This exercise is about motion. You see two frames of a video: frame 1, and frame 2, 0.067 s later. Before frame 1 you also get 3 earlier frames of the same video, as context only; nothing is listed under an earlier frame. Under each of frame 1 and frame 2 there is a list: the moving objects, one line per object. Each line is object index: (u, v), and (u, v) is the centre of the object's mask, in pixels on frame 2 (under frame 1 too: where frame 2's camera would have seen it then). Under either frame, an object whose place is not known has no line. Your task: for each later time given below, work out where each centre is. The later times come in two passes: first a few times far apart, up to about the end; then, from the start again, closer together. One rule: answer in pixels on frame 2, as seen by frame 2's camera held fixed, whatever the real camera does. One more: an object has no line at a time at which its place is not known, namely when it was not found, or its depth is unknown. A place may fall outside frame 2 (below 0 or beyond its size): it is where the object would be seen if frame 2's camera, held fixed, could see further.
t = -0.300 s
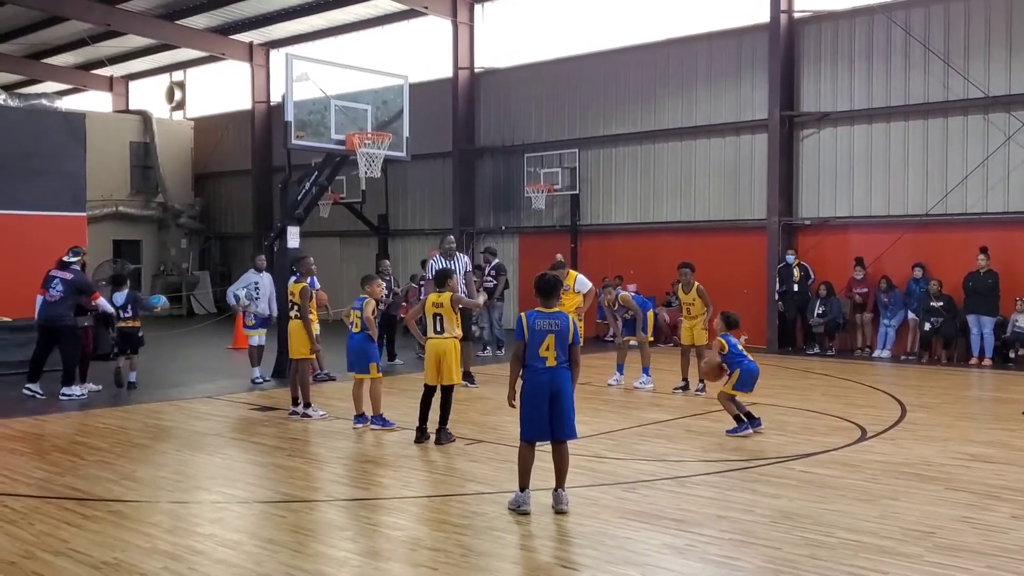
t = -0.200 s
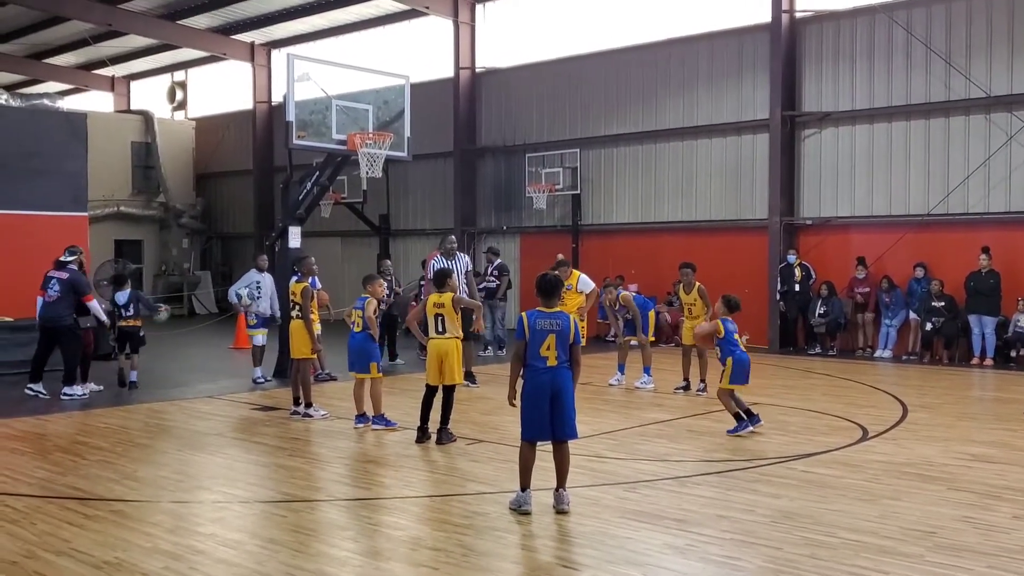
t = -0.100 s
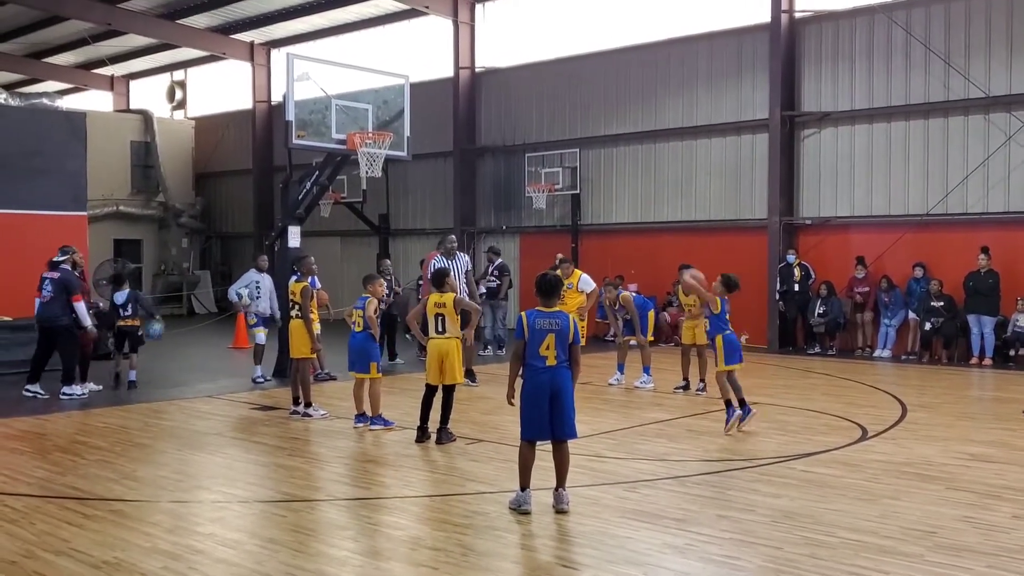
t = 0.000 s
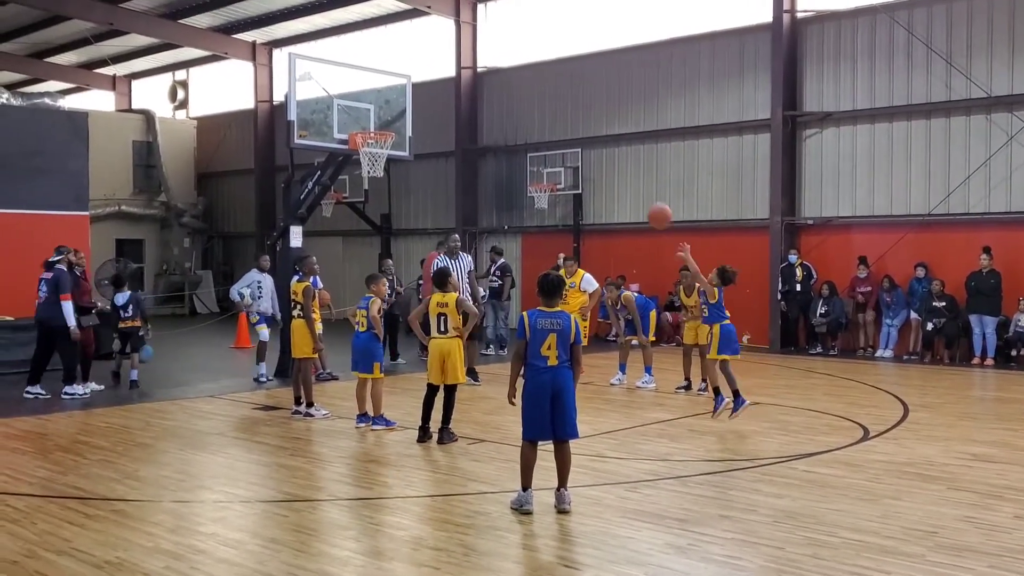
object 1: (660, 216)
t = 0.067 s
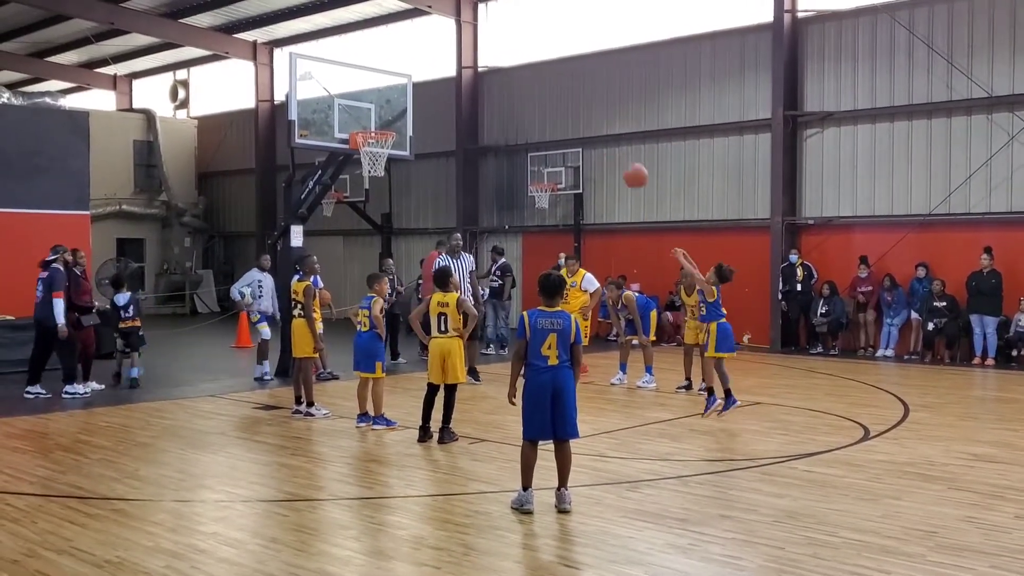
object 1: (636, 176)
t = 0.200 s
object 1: (591, 115)
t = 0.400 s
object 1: (530, 64)
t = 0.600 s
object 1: (475, 50)
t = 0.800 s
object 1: (427, 74)
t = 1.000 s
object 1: (385, 124)
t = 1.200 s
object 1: (362, 177)
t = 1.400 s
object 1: (349, 242)
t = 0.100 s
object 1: (625, 159)
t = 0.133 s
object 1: (614, 143)
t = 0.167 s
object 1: (602, 129)
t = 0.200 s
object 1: (591, 115)
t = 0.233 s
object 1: (581, 104)
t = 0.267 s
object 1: (570, 93)
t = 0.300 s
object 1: (560, 85)
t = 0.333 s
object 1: (551, 76)
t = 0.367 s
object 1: (540, 69)
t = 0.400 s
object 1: (530, 64)
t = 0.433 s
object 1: (521, 59)
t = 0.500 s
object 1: (502, 52)
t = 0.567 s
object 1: (484, 50)
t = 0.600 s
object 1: (475, 50)
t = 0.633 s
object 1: (468, 53)
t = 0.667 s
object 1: (459, 55)
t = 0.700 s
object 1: (451, 58)
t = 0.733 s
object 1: (443, 62)
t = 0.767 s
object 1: (435, 67)
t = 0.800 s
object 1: (427, 74)
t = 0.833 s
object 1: (420, 79)
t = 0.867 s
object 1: (413, 88)
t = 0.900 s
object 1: (406, 96)
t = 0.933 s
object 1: (397, 105)
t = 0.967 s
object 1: (391, 114)
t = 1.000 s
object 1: (385, 124)
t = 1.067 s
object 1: (374, 146)
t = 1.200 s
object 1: (362, 177)
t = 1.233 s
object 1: (360, 185)
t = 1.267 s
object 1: (358, 195)
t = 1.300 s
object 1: (355, 206)
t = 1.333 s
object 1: (353, 217)
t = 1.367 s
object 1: (351, 229)
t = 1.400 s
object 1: (349, 242)
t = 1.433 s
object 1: (347, 256)
